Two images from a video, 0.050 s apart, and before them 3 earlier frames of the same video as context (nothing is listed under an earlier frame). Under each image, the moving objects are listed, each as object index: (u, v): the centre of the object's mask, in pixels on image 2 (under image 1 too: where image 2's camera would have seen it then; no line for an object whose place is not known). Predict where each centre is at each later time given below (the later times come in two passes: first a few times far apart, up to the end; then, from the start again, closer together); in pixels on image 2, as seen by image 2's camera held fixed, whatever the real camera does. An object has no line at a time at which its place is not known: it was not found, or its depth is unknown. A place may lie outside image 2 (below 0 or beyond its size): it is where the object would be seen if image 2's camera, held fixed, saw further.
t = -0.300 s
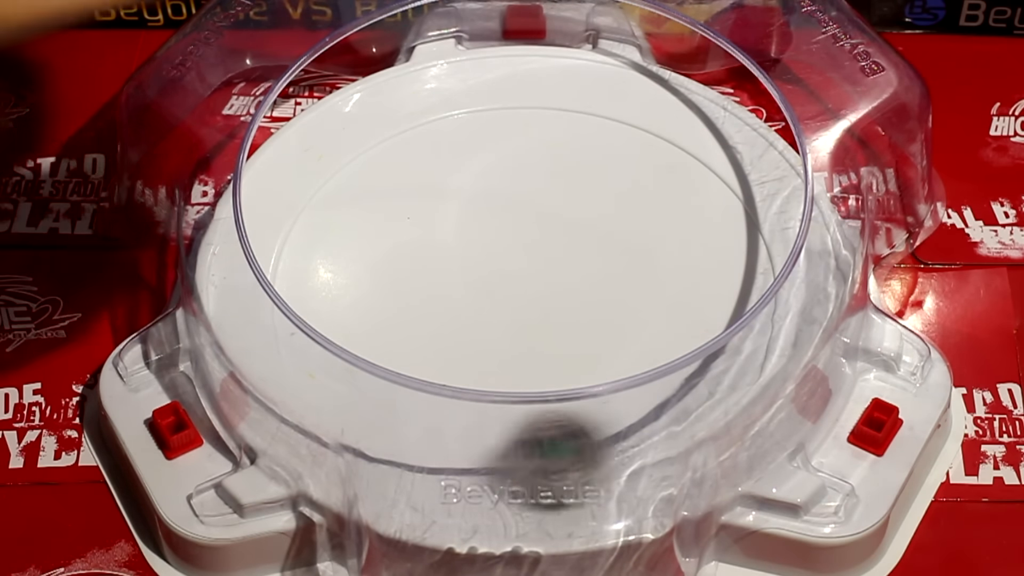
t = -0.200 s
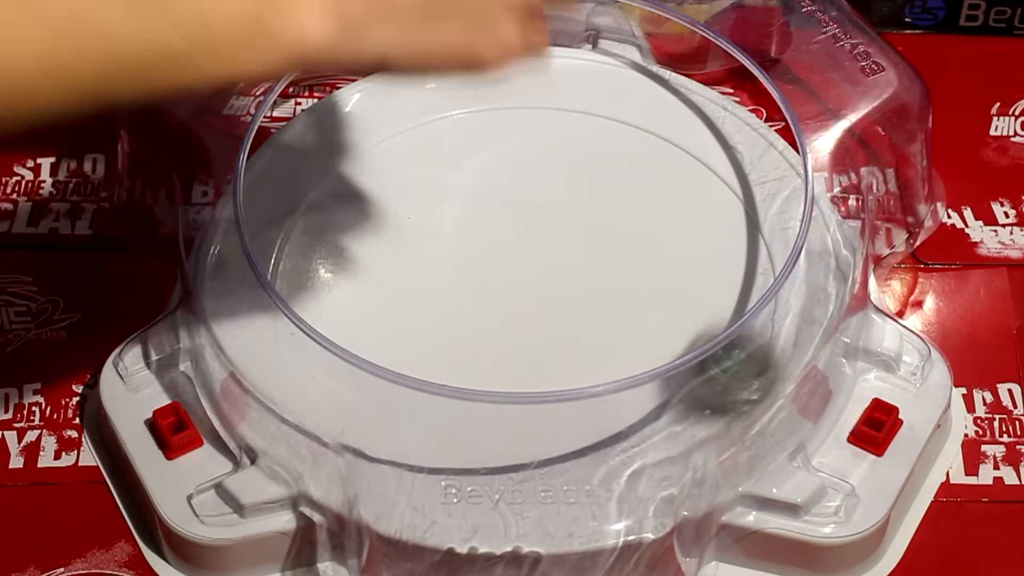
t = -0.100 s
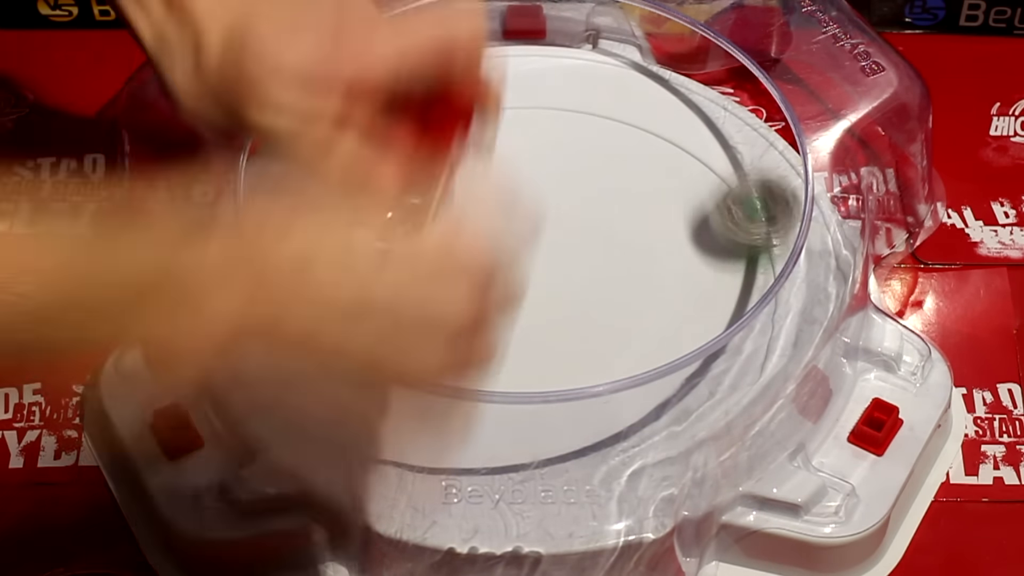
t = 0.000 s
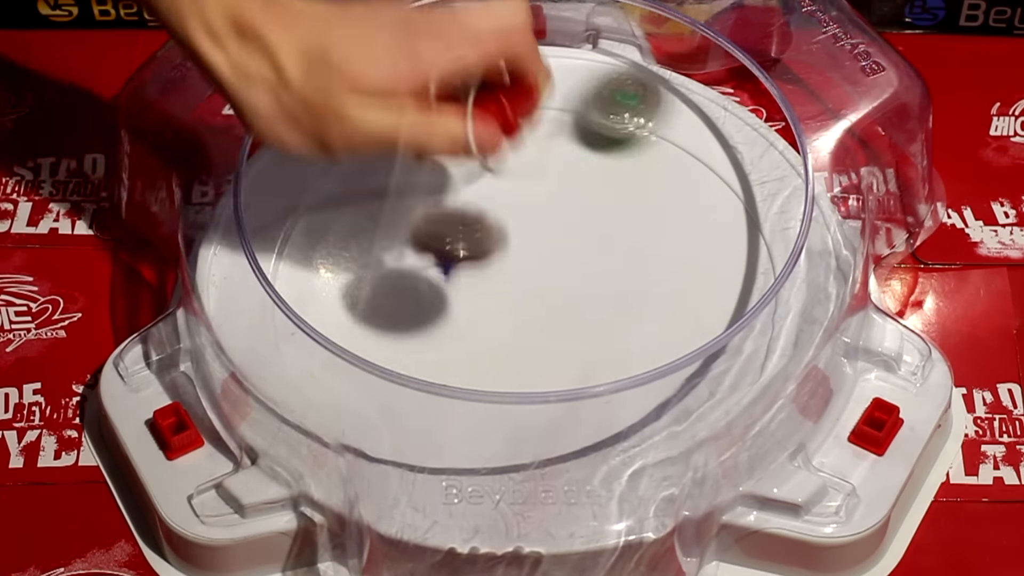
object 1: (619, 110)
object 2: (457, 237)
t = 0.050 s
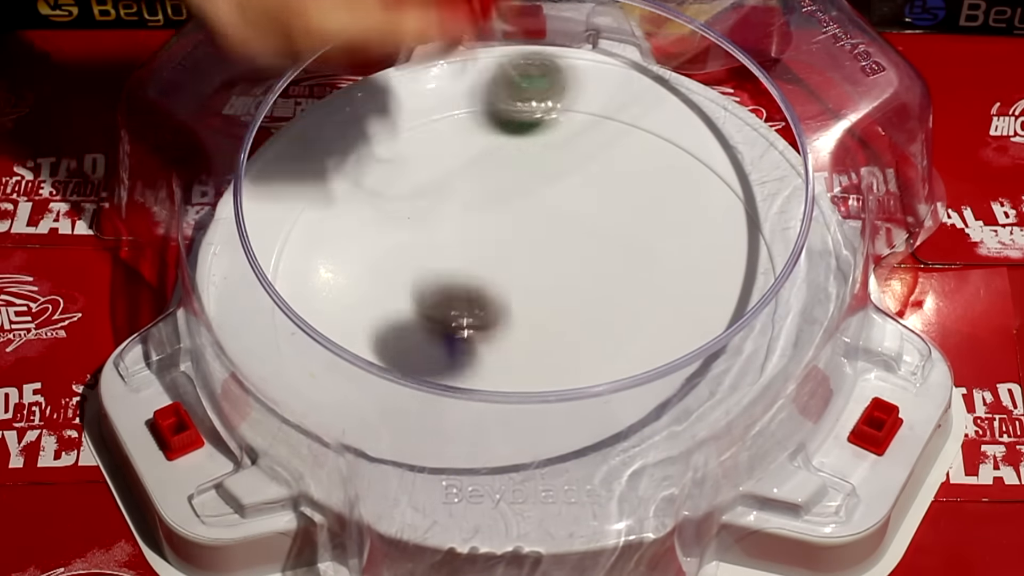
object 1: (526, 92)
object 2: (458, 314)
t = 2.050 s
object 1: (382, 432)
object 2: (520, 239)
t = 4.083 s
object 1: (458, 311)
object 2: (654, 287)
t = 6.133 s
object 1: (450, 320)
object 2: (670, 408)
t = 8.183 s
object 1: (544, 286)
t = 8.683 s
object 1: (549, 300)
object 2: (286, 351)
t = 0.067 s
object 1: (494, 93)
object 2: (452, 351)
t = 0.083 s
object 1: (462, 98)
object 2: (462, 362)
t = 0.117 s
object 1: (403, 115)
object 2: (474, 353)
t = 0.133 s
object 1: (376, 127)
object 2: (480, 351)
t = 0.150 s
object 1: (352, 142)
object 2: (486, 354)
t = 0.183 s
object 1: (312, 180)
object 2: (489, 360)
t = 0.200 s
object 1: (297, 201)
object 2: (501, 347)
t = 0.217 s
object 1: (288, 224)
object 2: (507, 339)
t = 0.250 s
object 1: (274, 277)
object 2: (510, 347)
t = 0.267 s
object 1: (275, 303)
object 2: (516, 342)
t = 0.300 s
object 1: (297, 355)
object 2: (532, 308)
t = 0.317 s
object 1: (313, 383)
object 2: (536, 298)
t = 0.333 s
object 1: (334, 405)
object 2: (541, 293)
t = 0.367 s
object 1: (394, 438)
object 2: (544, 301)
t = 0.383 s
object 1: (430, 451)
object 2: (546, 292)
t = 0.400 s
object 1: (467, 459)
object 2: (550, 284)
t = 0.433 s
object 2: (554, 267)
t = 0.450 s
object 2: (555, 256)
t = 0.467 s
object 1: (606, 448)
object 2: (557, 247)
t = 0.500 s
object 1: (674, 420)
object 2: (562, 239)
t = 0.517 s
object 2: (562, 234)
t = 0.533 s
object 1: (721, 384)
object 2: (560, 222)
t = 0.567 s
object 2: (558, 207)
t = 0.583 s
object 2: (559, 204)
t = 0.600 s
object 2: (561, 204)
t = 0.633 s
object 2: (559, 200)
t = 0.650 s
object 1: (741, 208)
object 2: (556, 196)
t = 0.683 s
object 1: (710, 165)
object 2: (553, 196)
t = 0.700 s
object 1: (690, 147)
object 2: (553, 199)
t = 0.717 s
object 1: (667, 131)
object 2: (550, 198)
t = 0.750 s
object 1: (616, 108)
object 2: (545, 203)
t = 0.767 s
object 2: (541, 205)
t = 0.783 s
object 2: (537, 206)
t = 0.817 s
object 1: (501, 92)
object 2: (530, 216)
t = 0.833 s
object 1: (470, 96)
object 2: (528, 222)
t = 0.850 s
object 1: (443, 101)
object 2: (529, 209)
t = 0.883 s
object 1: (391, 120)
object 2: (521, 206)
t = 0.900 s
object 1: (369, 132)
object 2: (517, 211)
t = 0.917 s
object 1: (346, 147)
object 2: (512, 220)
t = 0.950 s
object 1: (311, 181)
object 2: (497, 258)
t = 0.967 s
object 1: (296, 201)
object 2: (495, 274)
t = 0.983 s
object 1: (288, 223)
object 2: (500, 269)
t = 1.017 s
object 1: (275, 269)
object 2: (497, 251)
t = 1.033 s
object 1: (273, 292)
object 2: (494, 250)
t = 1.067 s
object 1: (287, 338)
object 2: (489, 260)
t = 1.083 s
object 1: (301, 361)
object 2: (487, 271)
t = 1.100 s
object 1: (315, 385)
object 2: (486, 286)
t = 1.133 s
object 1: (358, 420)
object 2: (475, 332)
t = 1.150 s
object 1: (386, 434)
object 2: (481, 326)
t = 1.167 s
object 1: (413, 446)
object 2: (485, 312)
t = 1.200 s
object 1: (478, 463)
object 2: (488, 294)
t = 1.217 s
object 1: (509, 464)
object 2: (489, 291)
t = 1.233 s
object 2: (491, 293)
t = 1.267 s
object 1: (602, 450)
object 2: (494, 309)
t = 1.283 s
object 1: (637, 440)
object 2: (496, 322)
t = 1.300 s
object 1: (661, 427)
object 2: (492, 340)
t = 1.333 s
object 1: (715, 395)
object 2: (506, 307)
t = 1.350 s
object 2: (508, 293)
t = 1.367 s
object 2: (512, 282)
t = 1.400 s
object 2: (520, 273)
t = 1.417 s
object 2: (511, 289)
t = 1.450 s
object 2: (524, 297)
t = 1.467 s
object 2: (526, 287)
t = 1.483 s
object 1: (736, 201)
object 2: (525, 271)
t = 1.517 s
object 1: (711, 167)
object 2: (528, 246)
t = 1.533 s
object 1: (693, 150)
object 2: (530, 237)
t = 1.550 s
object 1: (674, 137)
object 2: (533, 232)
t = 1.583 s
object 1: (631, 114)
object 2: (544, 228)
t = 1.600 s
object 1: (607, 105)
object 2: (550, 231)
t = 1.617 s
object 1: (583, 99)
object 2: (554, 230)
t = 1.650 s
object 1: (533, 93)
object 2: (551, 206)
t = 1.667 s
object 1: (509, 92)
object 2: (550, 197)
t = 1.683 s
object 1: (484, 94)
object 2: (550, 191)
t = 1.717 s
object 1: (436, 104)
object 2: (554, 189)
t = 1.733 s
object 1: (413, 112)
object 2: (558, 192)
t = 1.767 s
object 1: (372, 130)
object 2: (558, 192)
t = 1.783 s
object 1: (352, 142)
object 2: (554, 183)
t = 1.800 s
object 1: (335, 155)
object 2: (549, 178)
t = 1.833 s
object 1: (306, 186)
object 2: (543, 174)
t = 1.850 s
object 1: (294, 204)
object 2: (542, 177)
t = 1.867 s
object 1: (288, 224)
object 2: (541, 183)
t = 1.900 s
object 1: (276, 263)
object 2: (543, 204)
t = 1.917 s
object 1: (273, 286)
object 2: (542, 208)
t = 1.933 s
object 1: (277, 308)
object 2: (539, 209)
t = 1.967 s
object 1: (294, 349)
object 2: (535, 219)
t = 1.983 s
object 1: (305, 369)
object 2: (534, 228)
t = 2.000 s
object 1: (318, 393)
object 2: (530, 229)
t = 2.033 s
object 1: (357, 421)
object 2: (523, 233)
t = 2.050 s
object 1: (382, 432)
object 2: (520, 239)
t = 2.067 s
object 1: (405, 444)
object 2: (519, 249)
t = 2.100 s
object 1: (462, 460)
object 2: (516, 266)
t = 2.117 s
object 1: (490, 462)
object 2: (512, 265)
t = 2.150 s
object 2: (507, 271)
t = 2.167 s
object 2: (506, 279)
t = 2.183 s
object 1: (600, 451)
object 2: (506, 290)
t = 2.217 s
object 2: (507, 305)
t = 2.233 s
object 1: (675, 418)
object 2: (507, 307)
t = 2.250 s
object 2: (508, 311)
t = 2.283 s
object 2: (510, 320)
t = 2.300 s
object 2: (510, 315)
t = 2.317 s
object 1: (750, 330)
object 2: (511, 314)
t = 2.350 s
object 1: (751, 288)
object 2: (517, 318)
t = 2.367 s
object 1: (747, 269)
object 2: (520, 325)
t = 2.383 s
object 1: (749, 253)
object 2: (524, 331)
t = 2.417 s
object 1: (745, 220)
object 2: (525, 315)
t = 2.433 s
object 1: (737, 203)
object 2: (527, 309)
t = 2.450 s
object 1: (728, 188)
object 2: (530, 305)
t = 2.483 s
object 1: (703, 160)
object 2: (538, 307)
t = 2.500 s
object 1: (688, 147)
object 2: (543, 311)
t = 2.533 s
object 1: (654, 126)
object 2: (552, 310)
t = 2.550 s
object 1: (636, 117)
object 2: (554, 302)
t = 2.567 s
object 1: (617, 109)
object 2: (558, 296)
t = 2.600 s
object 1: (577, 100)
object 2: (568, 292)
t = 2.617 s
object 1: (557, 98)
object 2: (572, 292)
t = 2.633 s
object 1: (536, 97)
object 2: (573, 280)
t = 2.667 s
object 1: (497, 101)
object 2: (575, 261)
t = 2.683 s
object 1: (476, 104)
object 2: (577, 255)
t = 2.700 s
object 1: (457, 111)
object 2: (581, 252)
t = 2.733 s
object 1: (421, 126)
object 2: (588, 255)
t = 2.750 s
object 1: (406, 134)
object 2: (589, 249)
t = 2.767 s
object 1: (391, 145)
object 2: (591, 242)
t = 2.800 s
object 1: (364, 170)
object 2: (592, 235)
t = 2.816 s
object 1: (354, 183)
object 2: (592, 227)
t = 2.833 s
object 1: (343, 199)
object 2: (592, 222)
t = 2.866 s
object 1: (330, 232)
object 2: (593, 216)
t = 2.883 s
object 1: (326, 249)
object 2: (591, 209)
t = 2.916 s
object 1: (326, 280)
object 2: (591, 203)
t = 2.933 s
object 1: (331, 296)
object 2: (589, 201)
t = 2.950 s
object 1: (331, 313)
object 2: (586, 195)
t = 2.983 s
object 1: (343, 346)
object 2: (583, 191)
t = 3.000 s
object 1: (354, 361)
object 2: (582, 191)
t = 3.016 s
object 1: (366, 376)
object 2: (580, 189)
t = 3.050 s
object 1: (397, 399)
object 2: (576, 185)
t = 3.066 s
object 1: (413, 410)
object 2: (574, 185)
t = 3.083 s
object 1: (433, 415)
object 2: (572, 184)
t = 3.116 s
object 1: (470, 434)
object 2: (569, 184)
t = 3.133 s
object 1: (493, 429)
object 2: (567, 184)
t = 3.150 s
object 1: (514, 430)
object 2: (565, 184)
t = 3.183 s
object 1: (557, 433)
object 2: (563, 186)
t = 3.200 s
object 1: (577, 430)
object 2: (562, 187)
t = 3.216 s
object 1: (600, 425)
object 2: (561, 188)
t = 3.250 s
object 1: (638, 402)
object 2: (560, 192)
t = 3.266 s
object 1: (653, 392)
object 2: (559, 194)
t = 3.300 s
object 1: (682, 369)
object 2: (560, 199)
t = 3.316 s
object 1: (688, 354)
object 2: (560, 202)
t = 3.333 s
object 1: (695, 338)
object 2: (562, 205)
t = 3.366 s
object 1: (701, 310)
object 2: (567, 212)
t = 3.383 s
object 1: (706, 300)
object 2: (569, 216)
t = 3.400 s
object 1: (709, 290)
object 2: (572, 219)
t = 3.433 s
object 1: (707, 265)
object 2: (579, 227)
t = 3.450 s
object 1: (703, 253)
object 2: (583, 230)
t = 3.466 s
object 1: (696, 243)
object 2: (587, 234)
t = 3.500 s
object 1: (689, 222)
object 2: (587, 239)
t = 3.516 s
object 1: (689, 215)
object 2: (583, 240)
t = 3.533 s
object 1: (688, 208)
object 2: (578, 243)
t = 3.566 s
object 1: (683, 192)
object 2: (570, 248)
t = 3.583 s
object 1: (678, 185)
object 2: (566, 250)
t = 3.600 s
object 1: (671, 179)
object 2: (562, 252)
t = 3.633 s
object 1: (654, 168)
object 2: (558, 256)
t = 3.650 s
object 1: (644, 164)
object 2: (556, 259)
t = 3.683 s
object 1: (623, 157)
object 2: (555, 265)
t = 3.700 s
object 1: (611, 156)
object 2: (554, 268)
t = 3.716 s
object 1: (599, 155)
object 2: (555, 271)
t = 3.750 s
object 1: (574, 156)
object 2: (558, 276)
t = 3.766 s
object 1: (562, 158)
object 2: (560, 280)
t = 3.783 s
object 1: (550, 160)
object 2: (563, 283)
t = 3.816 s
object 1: (527, 168)
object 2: (570, 288)
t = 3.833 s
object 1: (516, 173)
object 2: (574, 291)
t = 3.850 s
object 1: (506, 179)
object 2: (579, 293)
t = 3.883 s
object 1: (487, 194)
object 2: (589, 296)
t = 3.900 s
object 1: (479, 202)
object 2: (595, 297)
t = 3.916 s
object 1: (472, 211)
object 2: (600, 298)
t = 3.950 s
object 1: (461, 230)
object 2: (612, 299)
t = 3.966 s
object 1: (456, 240)
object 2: (617, 298)
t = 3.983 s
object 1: (453, 250)
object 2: (623, 298)
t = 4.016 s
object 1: (450, 271)
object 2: (633, 296)
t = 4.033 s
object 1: (451, 281)
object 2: (639, 295)
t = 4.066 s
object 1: (454, 301)
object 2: (648, 289)
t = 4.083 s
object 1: (458, 311)
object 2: (654, 287)
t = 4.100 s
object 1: (462, 320)
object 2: (659, 282)
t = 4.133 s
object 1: (473, 338)
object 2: (667, 274)
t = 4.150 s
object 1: (479, 345)
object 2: (669, 269)
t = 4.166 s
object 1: (487, 350)
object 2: (672, 265)
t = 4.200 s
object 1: (504, 359)
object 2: (676, 253)
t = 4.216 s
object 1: (515, 360)
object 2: (679, 248)
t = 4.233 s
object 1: (524, 363)
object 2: (680, 241)
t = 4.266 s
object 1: (542, 375)
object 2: (679, 227)
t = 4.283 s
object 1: (553, 377)
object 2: (677, 220)
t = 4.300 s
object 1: (565, 377)
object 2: (675, 213)
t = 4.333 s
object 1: (586, 376)
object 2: (663, 199)
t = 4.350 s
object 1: (597, 375)
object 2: (655, 193)
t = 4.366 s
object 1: (607, 372)
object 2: (644, 187)
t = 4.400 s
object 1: (628, 363)
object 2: (620, 181)
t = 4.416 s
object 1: (639, 358)
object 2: (605, 181)
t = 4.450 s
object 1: (652, 340)
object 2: (576, 184)
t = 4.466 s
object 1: (660, 335)
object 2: (561, 189)
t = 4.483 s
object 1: (666, 329)
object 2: (546, 194)
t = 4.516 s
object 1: (675, 317)
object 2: (515, 210)
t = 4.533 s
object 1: (678, 311)
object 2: (500, 220)
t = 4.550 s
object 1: (679, 303)
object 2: (487, 230)
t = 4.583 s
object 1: (675, 288)
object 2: (462, 252)
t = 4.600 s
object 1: (672, 281)
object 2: (451, 265)
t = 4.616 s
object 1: (668, 275)
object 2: (441, 277)
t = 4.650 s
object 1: (657, 264)
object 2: (426, 303)
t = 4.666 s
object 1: (650, 259)
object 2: (423, 314)
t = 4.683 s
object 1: (643, 255)
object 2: (418, 329)
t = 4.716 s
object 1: (626, 250)
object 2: (416, 350)
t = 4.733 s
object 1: (617, 248)
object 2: (416, 364)
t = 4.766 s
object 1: (600, 246)
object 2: (421, 383)
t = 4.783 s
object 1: (590, 245)
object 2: (428, 393)
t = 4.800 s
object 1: (582, 245)
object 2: (434, 405)
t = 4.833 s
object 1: (563, 247)
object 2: (449, 421)
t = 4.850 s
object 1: (554, 249)
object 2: (460, 425)
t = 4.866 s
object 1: (545, 251)
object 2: (470, 431)
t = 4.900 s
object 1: (528, 256)
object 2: (493, 440)
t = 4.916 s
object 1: (521, 260)
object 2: (507, 438)
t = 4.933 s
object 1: (513, 263)
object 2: (520, 442)
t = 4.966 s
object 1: (501, 271)
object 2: (551, 442)
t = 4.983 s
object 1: (496, 275)
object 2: (566, 440)
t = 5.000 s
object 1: (491, 280)
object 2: (582, 437)
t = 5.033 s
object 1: (482, 290)
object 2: (612, 422)
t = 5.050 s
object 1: (477, 296)
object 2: (627, 416)
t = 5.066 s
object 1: (474, 302)
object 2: (644, 410)
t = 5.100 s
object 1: (469, 314)
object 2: (671, 394)
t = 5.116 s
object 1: (468, 320)
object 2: (685, 383)
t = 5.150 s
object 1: (468, 332)
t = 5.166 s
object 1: (469, 338)
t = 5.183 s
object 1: (471, 343)
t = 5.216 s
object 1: (479, 351)
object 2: (733, 296)
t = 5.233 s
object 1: (484, 354)
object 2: (732, 279)
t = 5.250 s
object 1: (489, 357)
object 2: (732, 263)
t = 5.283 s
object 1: (503, 360)
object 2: (717, 233)
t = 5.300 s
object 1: (509, 362)
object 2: (707, 220)
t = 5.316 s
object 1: (516, 362)
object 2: (694, 204)
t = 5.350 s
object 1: (531, 362)
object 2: (661, 182)
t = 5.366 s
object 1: (537, 362)
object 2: (642, 172)
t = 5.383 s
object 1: (544, 361)
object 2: (623, 164)
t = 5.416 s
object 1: (556, 359)
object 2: (582, 152)
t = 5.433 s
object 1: (561, 356)
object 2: (559, 147)
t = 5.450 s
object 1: (565, 353)
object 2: (537, 144)
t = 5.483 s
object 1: (572, 347)
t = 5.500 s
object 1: (574, 342)
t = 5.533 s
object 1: (574, 332)
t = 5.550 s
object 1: (574, 326)
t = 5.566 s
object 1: (573, 320)
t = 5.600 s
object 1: (569, 310)
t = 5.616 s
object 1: (566, 305)
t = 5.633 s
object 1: (562, 300)
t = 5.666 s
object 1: (553, 291)
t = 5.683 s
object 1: (547, 287)
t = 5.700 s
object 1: (542, 284)
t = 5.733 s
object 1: (529, 278)
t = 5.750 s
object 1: (523, 276)
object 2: (289, 277)
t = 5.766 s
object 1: (516, 275)
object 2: (287, 292)
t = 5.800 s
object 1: (504, 273)
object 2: (290, 320)
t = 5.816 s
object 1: (497, 272)
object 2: (296, 338)
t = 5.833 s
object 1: (490, 272)
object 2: (303, 355)
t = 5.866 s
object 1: (478, 273)
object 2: (321, 385)
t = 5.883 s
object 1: (473, 275)
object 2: (337, 396)
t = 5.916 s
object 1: (463, 278)
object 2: (375, 422)
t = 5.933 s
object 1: (458, 280)
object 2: (395, 432)
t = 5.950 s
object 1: (453, 283)
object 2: (412, 442)
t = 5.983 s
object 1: (445, 289)
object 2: (460, 452)
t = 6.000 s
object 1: (442, 292)
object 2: (483, 455)
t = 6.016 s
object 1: (440, 296)
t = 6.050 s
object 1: (439, 305)
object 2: (561, 451)
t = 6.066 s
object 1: (440, 309)
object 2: (584, 449)
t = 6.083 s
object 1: (441, 312)
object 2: (604, 443)
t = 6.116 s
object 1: (447, 318)
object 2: (652, 420)
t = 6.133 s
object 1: (450, 320)
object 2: (670, 408)
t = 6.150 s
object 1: (453, 322)
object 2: (688, 390)
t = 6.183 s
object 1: (460, 324)
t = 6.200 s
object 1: (464, 325)
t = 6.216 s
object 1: (467, 326)
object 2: (723, 314)
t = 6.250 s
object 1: (475, 326)
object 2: (724, 278)
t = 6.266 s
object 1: (479, 325)
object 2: (723, 260)
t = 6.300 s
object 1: (487, 324)
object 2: (710, 225)
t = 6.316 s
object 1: (490, 324)
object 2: (703, 210)
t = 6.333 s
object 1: (494, 323)
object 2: (695, 194)
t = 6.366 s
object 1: (502, 321)
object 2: (665, 164)
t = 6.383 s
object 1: (505, 319)
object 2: (649, 152)
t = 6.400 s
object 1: (508, 318)
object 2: (632, 138)
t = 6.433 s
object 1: (515, 315)
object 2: (598, 119)
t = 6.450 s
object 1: (517, 314)
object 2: (574, 107)
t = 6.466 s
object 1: (519, 312)
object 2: (553, 102)
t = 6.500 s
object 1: (522, 309)
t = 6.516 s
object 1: (524, 308)
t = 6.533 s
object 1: (524, 307)
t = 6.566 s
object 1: (525, 304)
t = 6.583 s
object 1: (525, 302)
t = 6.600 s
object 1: (525, 301)
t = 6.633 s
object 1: (524, 298)
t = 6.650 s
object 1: (523, 296)
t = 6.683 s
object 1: (522, 291)
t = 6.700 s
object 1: (522, 288)
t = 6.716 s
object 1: (522, 285)
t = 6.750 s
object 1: (522, 280)
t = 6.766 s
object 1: (522, 278)
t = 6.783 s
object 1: (522, 277)
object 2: (280, 281)
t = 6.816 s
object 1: (521, 274)
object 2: (280, 313)
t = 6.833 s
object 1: (521, 273)
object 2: (290, 329)
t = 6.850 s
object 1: (521, 273)
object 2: (303, 347)
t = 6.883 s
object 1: (520, 271)
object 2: (335, 381)
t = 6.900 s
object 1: (520, 271)
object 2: (353, 396)
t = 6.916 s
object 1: (519, 270)
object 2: (375, 409)
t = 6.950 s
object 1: (518, 270)
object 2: (433, 434)
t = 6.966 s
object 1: (518, 269)
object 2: (459, 441)
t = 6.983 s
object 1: (517, 269)
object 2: (488, 444)
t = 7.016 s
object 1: (517, 267)
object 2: (551, 446)
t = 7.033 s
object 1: (517, 267)
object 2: (581, 443)
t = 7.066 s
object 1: (517, 266)
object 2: (638, 427)
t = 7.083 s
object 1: (517, 266)
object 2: (659, 416)
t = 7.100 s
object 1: (517, 266)
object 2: (677, 403)
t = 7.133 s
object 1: (518, 266)
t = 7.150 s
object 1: (519, 266)
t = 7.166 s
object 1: (519, 267)
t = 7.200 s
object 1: (520, 268)
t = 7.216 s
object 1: (521, 268)
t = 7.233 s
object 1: (522, 269)
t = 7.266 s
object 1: (523, 270)
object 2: (735, 222)
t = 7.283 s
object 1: (523, 271)
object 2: (728, 199)
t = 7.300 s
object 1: (523, 271)
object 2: (717, 185)
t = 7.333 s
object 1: (522, 270)
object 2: (685, 144)
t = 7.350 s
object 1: (522, 269)
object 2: (668, 129)
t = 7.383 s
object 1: (523, 266)
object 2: (625, 109)
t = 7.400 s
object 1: (525, 265)
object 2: (604, 102)
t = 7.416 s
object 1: (527, 264)
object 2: (577, 101)
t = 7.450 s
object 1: (531, 262)
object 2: (525, 102)
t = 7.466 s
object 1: (534, 261)
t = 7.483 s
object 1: (537, 260)
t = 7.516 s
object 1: (540, 258)
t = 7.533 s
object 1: (541, 257)
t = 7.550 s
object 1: (541, 257)
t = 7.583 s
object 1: (541, 258)
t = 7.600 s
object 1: (541, 259)
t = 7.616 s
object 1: (541, 259)
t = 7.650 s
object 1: (540, 260)
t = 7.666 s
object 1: (539, 261)
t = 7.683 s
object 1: (539, 261)
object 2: (291, 281)
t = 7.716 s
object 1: (538, 263)
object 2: (288, 329)
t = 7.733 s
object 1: (538, 263)
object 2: (294, 350)
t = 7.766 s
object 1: (537, 265)
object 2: (321, 387)
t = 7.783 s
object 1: (537, 266)
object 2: (341, 404)
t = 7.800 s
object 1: (537, 266)
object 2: (368, 418)
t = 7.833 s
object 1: (537, 268)
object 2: (419, 441)
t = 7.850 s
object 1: (538, 269)
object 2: (458, 448)
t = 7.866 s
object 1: (538, 270)
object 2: (487, 448)
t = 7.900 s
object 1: (538, 272)
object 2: (549, 460)
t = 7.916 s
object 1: (538, 273)
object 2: (579, 458)
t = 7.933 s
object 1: (538, 273)
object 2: (607, 448)
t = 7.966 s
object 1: (538, 275)
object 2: (664, 428)
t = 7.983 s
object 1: (538, 276)
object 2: (688, 414)
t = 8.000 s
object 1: (538, 277)
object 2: (713, 397)
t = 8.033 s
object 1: (539, 279)
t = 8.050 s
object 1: (540, 280)
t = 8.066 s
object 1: (541, 281)
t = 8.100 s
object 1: (543, 282)
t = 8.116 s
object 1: (543, 283)
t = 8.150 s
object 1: (543, 284)
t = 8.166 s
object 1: (544, 285)
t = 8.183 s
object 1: (544, 286)
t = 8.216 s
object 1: (545, 288)
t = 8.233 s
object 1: (545, 289)
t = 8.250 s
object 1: (545, 289)
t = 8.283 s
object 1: (546, 290)
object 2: (707, 88)
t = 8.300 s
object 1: (546, 291)
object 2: (692, 81)
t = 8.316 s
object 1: (547, 292)
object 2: (668, 80)
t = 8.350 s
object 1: (548, 293)
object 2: (618, 93)
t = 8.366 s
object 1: (549, 293)
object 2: (591, 97)
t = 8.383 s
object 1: (549, 294)
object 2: (568, 102)
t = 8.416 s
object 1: (549, 295)
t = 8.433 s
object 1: (550, 296)
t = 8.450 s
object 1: (550, 297)
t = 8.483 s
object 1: (551, 297)
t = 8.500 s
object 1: (551, 298)
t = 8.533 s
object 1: (551, 298)
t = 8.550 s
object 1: (551, 298)
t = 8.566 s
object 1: (551, 299)
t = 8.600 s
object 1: (550, 299)
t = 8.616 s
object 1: (550, 299)
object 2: (294, 270)
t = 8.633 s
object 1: (550, 300)
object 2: (282, 296)
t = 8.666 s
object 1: (549, 300)
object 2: (280, 336)
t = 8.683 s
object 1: (549, 300)
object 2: (286, 351)
